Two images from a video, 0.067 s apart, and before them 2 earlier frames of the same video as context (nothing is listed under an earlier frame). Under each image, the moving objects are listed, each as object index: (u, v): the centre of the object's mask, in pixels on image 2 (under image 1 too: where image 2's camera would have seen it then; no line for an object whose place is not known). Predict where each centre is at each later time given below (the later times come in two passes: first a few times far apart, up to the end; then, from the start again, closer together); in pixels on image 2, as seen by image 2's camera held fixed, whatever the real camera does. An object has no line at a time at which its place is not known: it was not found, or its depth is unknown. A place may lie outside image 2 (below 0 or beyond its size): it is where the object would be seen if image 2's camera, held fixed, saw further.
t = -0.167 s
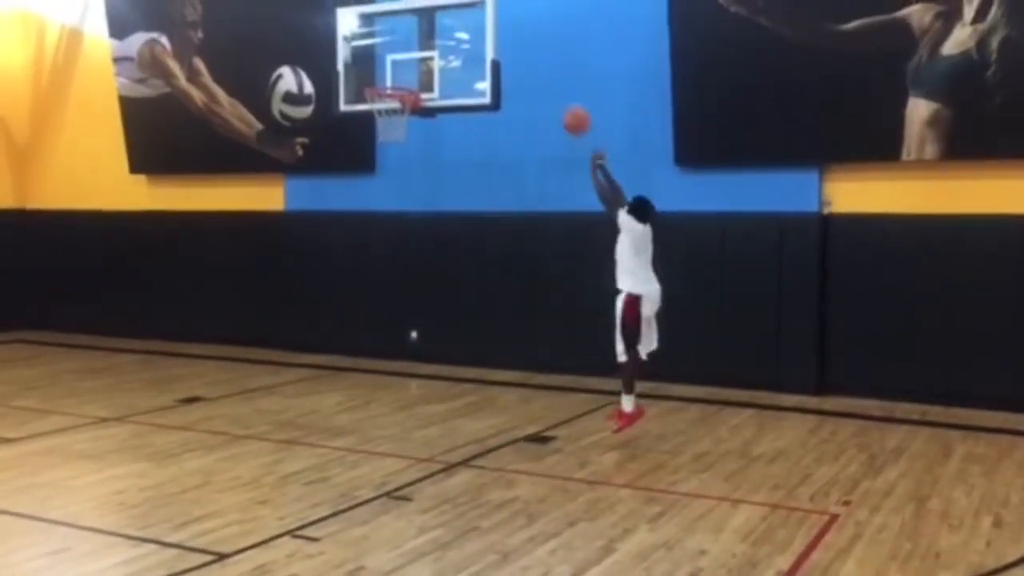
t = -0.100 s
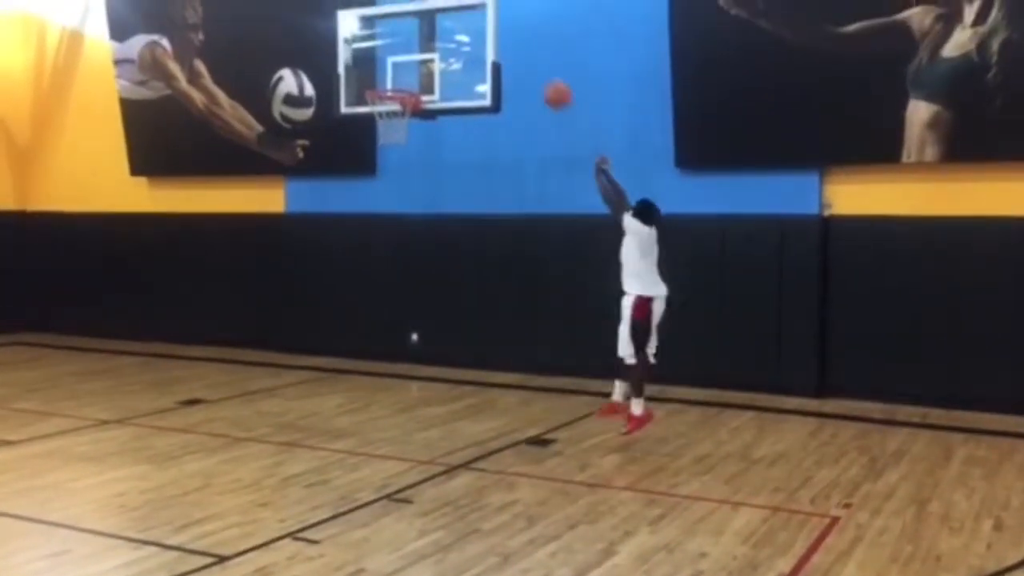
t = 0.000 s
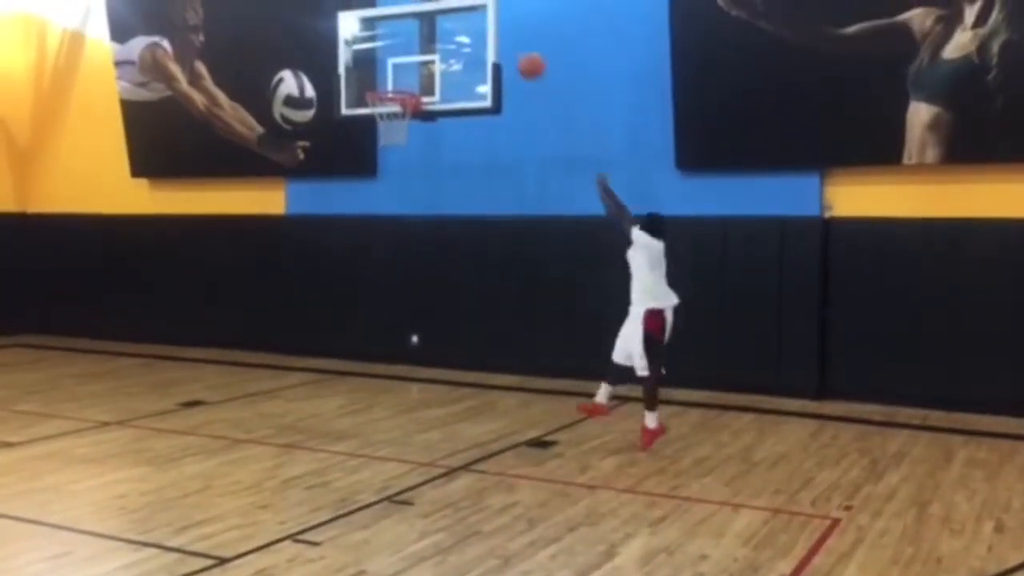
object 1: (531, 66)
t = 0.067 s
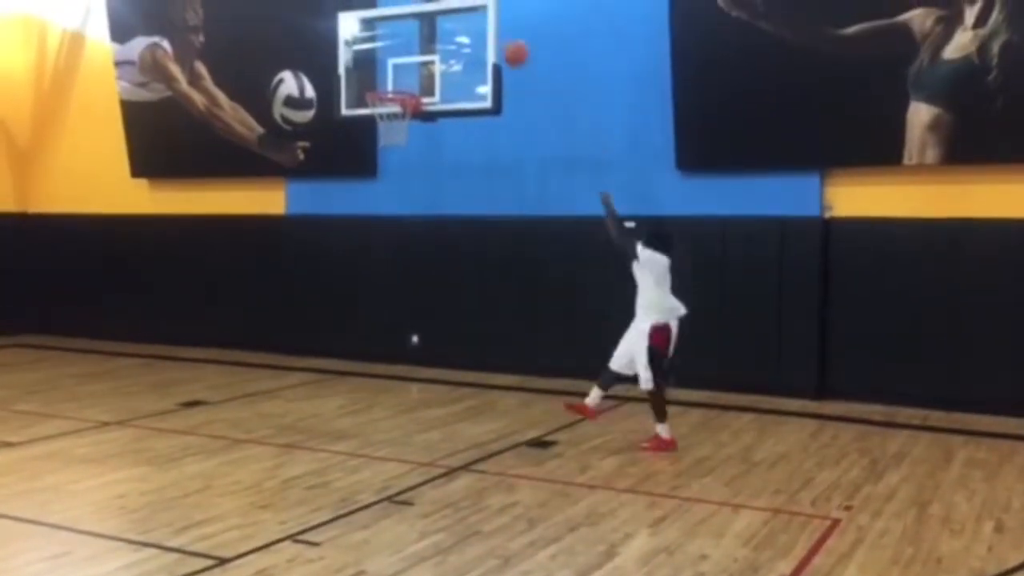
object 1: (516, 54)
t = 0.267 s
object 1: (469, 44)
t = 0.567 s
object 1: (403, 92)
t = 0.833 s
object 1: (361, 152)
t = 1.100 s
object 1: (334, 257)
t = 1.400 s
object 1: (312, 367)
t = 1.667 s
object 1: (312, 268)
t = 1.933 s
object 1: (313, 242)
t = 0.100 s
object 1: (508, 49)
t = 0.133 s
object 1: (499, 45)
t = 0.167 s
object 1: (490, 43)
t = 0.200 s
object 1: (484, 42)
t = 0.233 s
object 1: (477, 44)
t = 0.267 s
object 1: (469, 44)
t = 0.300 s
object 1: (461, 46)
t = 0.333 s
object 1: (455, 51)
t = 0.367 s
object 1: (448, 56)
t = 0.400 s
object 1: (440, 59)
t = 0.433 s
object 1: (433, 62)
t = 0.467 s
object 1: (425, 68)
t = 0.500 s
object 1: (419, 74)
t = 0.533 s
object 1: (411, 82)
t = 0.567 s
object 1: (403, 92)
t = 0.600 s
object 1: (396, 99)
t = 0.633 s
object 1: (388, 109)
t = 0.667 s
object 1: (379, 122)
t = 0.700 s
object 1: (375, 128)
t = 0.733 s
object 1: (371, 131)
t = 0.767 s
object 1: (367, 138)
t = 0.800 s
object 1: (364, 144)
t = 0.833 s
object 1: (361, 152)
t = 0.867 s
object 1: (358, 161)
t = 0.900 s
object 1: (355, 171)
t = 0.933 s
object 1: (352, 183)
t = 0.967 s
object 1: (350, 197)
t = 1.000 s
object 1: (345, 212)
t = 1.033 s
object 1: (341, 225)
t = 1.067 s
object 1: (338, 240)
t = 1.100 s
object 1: (334, 257)
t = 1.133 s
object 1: (331, 275)
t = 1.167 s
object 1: (328, 295)
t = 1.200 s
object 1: (324, 316)
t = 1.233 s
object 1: (321, 338)
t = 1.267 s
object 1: (317, 360)
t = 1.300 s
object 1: (314, 387)
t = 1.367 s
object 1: (311, 386)
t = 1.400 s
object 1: (312, 367)
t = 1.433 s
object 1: (312, 350)
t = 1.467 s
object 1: (312, 336)
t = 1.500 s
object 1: (312, 321)
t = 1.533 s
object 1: (312, 309)
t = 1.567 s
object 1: (312, 297)
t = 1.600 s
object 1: (312, 286)
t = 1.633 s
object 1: (312, 277)
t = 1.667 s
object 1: (312, 268)
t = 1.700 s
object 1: (312, 261)
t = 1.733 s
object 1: (312, 254)
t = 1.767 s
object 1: (313, 250)
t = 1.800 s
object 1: (313, 246)
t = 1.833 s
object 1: (313, 243)
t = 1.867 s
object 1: (313, 242)
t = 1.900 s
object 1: (313, 242)
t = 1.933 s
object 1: (313, 242)
